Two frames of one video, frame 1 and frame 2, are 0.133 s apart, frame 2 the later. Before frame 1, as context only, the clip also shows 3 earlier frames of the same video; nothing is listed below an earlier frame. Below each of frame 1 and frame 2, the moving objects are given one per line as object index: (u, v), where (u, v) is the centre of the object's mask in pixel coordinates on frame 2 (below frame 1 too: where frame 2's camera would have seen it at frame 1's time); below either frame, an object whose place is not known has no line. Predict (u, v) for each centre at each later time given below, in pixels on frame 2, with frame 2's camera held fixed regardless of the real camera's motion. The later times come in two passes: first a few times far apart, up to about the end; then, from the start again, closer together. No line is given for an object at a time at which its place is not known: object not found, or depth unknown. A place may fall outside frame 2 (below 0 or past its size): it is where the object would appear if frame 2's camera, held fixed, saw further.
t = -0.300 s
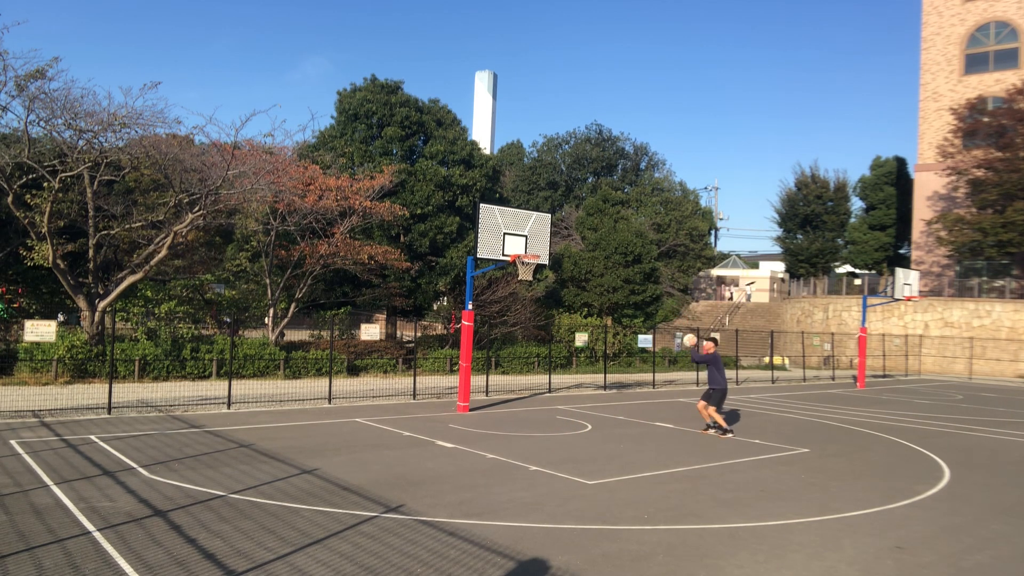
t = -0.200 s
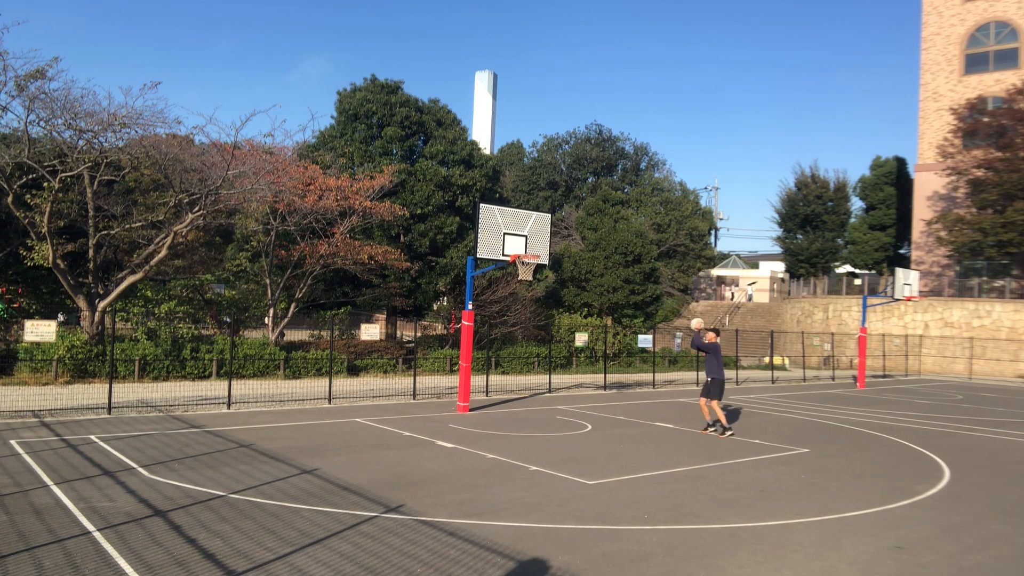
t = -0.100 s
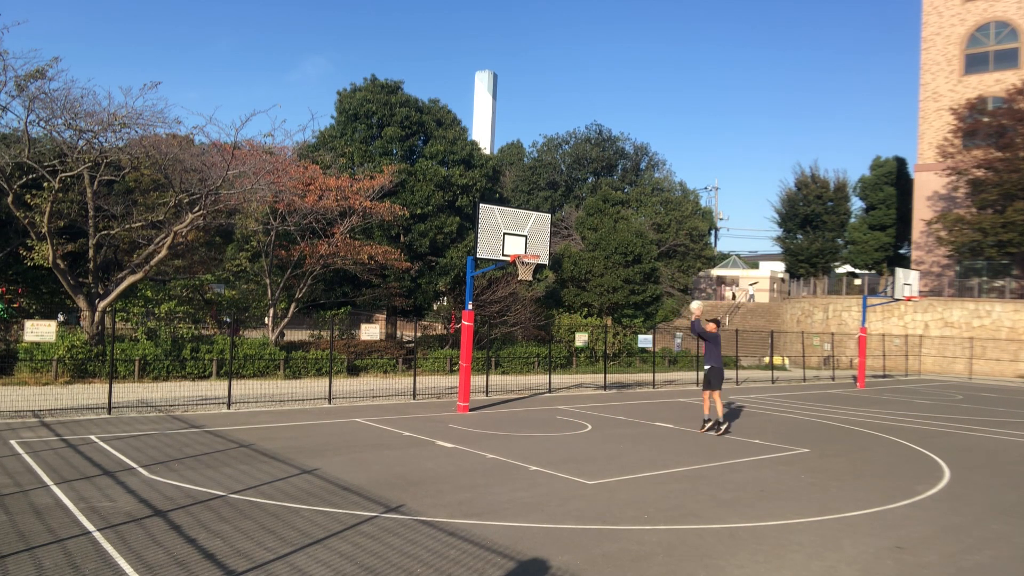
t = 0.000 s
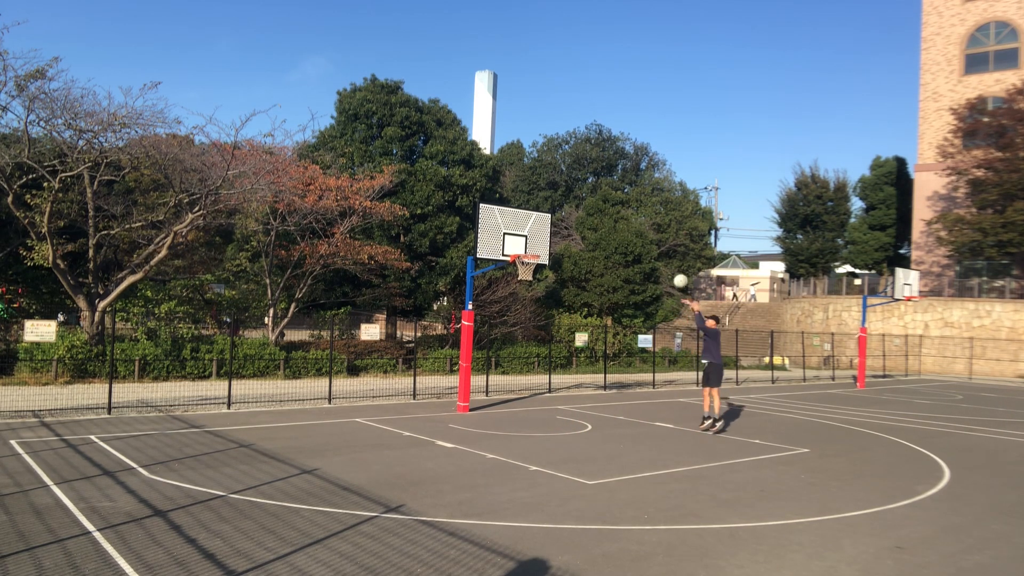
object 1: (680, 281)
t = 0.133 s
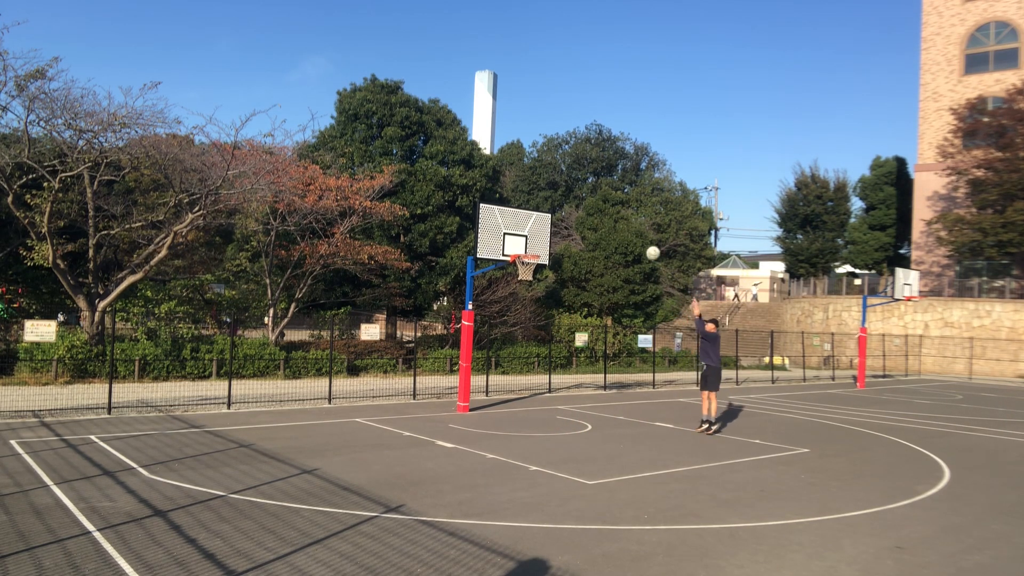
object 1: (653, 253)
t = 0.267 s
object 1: (625, 235)
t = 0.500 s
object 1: (577, 227)
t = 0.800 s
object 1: (523, 258)
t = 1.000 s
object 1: (527, 267)
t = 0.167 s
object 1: (646, 247)
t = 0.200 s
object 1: (639, 243)
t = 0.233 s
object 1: (632, 238)
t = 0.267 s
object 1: (625, 235)
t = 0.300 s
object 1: (618, 232)
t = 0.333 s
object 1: (611, 229)
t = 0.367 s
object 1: (605, 228)
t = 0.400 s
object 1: (598, 227)
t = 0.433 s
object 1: (591, 226)
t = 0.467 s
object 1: (584, 226)
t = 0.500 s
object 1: (577, 227)
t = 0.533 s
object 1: (570, 228)
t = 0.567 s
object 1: (563, 231)
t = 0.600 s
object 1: (557, 233)
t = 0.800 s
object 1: (523, 258)
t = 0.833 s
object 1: (522, 261)
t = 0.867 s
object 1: (522, 263)
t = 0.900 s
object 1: (523, 265)
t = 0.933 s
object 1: (524, 266)
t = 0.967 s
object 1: (526, 266)
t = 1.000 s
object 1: (527, 267)
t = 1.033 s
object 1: (528, 267)
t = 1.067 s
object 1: (529, 269)
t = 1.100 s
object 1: (530, 270)
